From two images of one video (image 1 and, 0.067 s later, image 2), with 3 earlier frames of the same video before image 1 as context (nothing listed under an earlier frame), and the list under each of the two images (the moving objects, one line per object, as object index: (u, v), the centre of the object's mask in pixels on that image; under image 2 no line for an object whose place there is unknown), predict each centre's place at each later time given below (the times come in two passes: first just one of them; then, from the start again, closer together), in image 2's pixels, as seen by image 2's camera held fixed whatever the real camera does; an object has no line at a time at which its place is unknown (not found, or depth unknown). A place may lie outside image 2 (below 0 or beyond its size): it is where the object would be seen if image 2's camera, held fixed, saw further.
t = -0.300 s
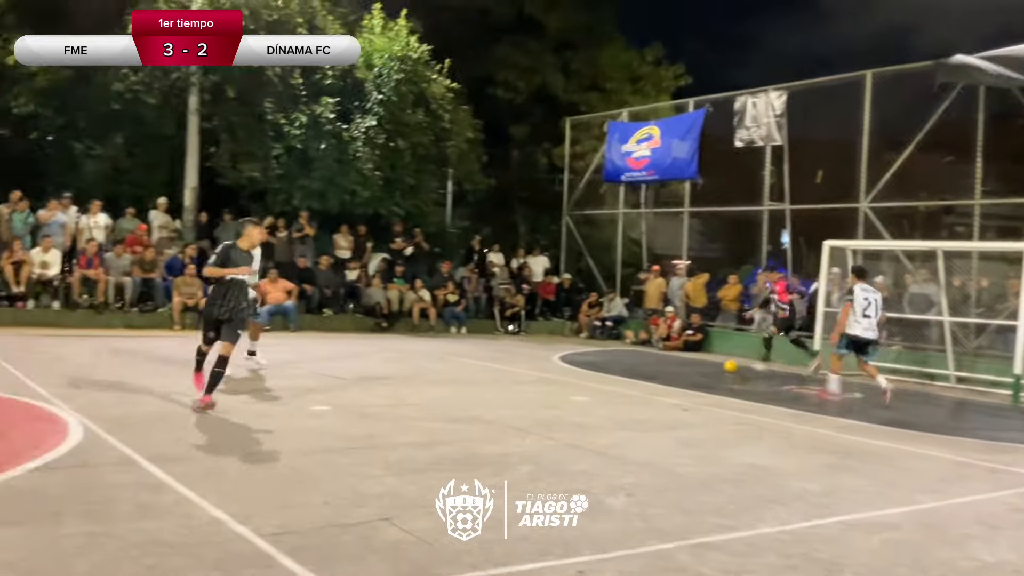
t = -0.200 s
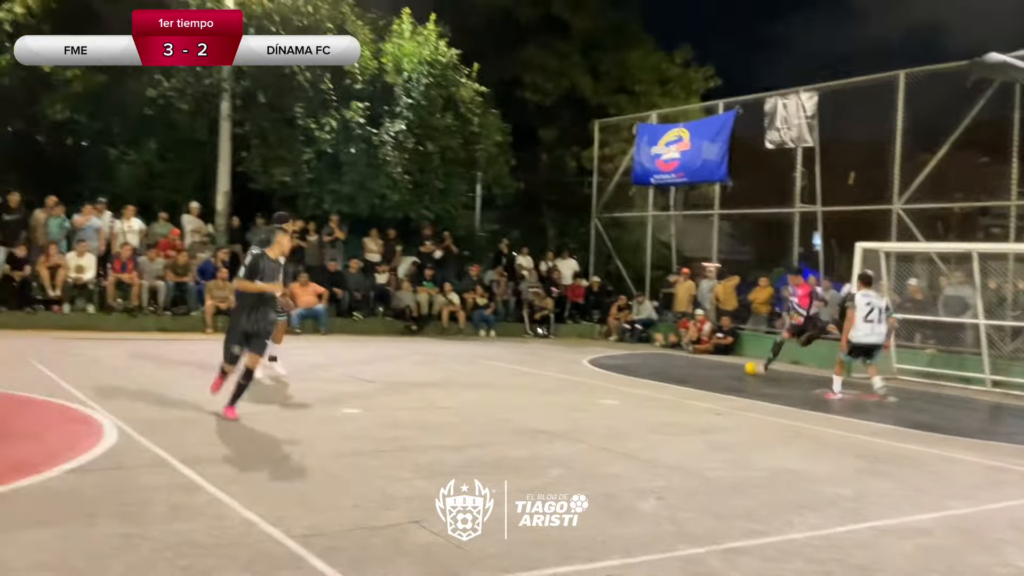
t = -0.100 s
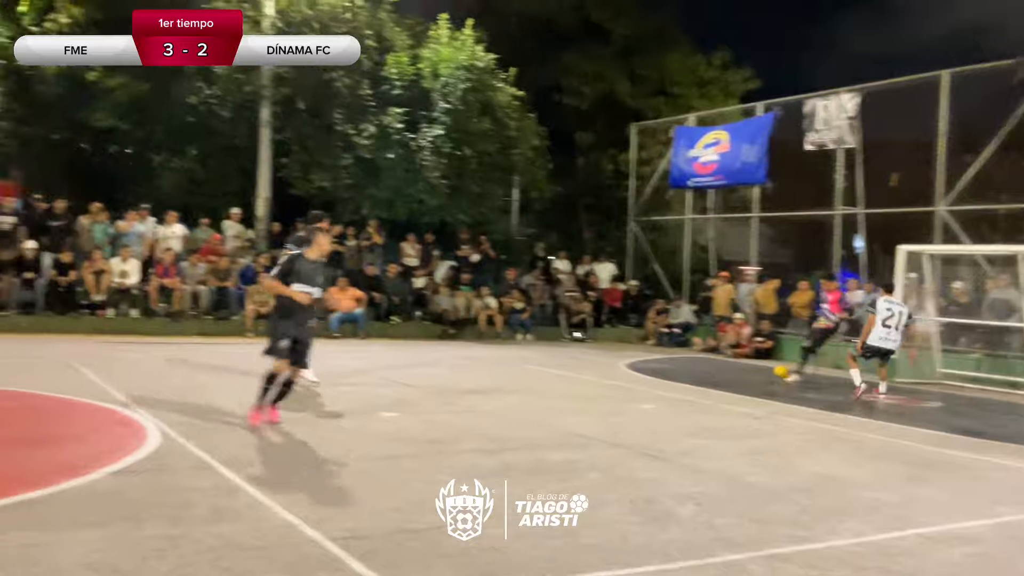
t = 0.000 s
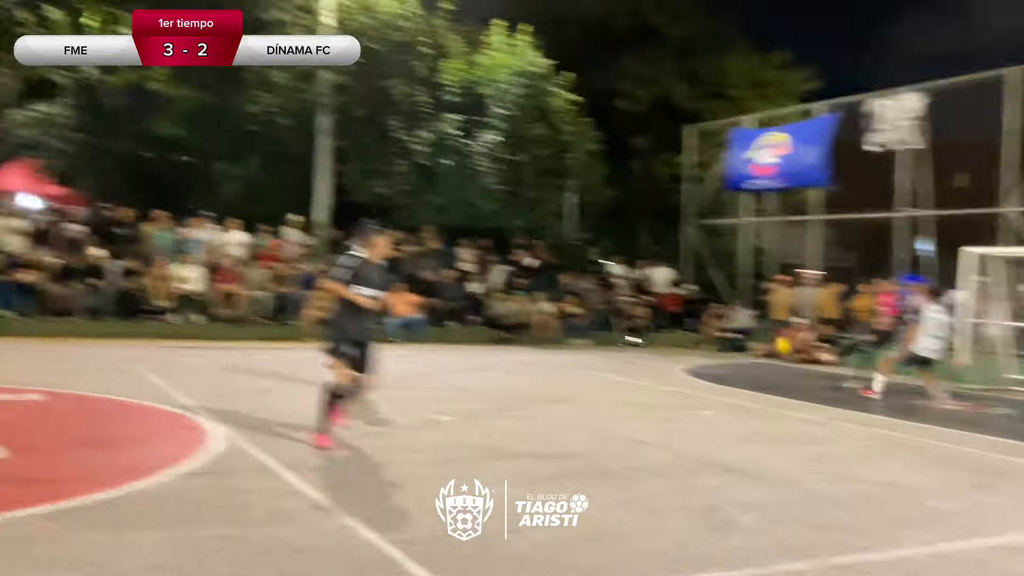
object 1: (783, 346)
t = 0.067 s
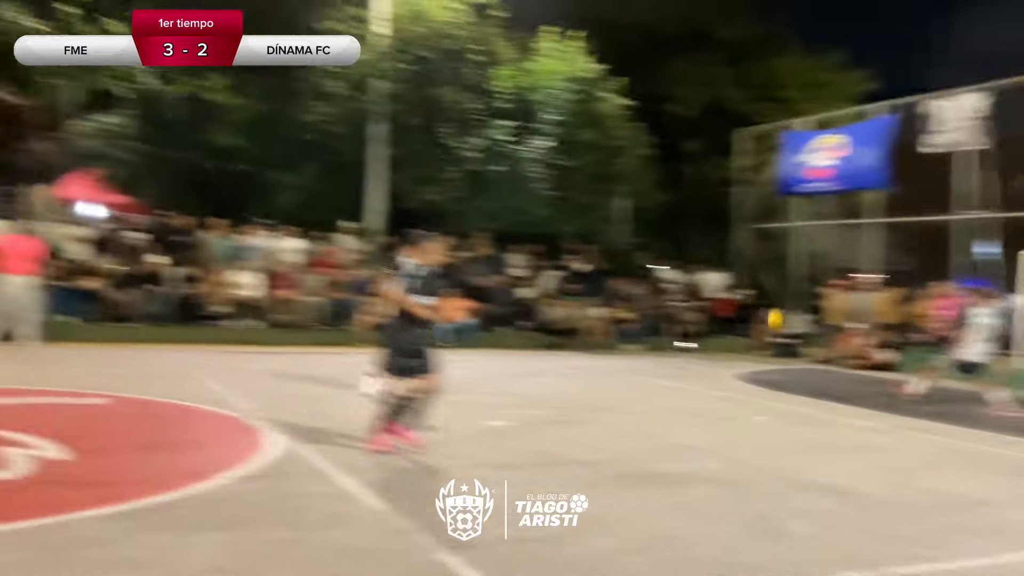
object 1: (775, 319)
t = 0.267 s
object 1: (561, 229)
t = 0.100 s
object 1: (744, 303)
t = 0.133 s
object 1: (710, 289)
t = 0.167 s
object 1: (675, 273)
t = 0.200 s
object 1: (637, 258)
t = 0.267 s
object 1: (561, 229)
